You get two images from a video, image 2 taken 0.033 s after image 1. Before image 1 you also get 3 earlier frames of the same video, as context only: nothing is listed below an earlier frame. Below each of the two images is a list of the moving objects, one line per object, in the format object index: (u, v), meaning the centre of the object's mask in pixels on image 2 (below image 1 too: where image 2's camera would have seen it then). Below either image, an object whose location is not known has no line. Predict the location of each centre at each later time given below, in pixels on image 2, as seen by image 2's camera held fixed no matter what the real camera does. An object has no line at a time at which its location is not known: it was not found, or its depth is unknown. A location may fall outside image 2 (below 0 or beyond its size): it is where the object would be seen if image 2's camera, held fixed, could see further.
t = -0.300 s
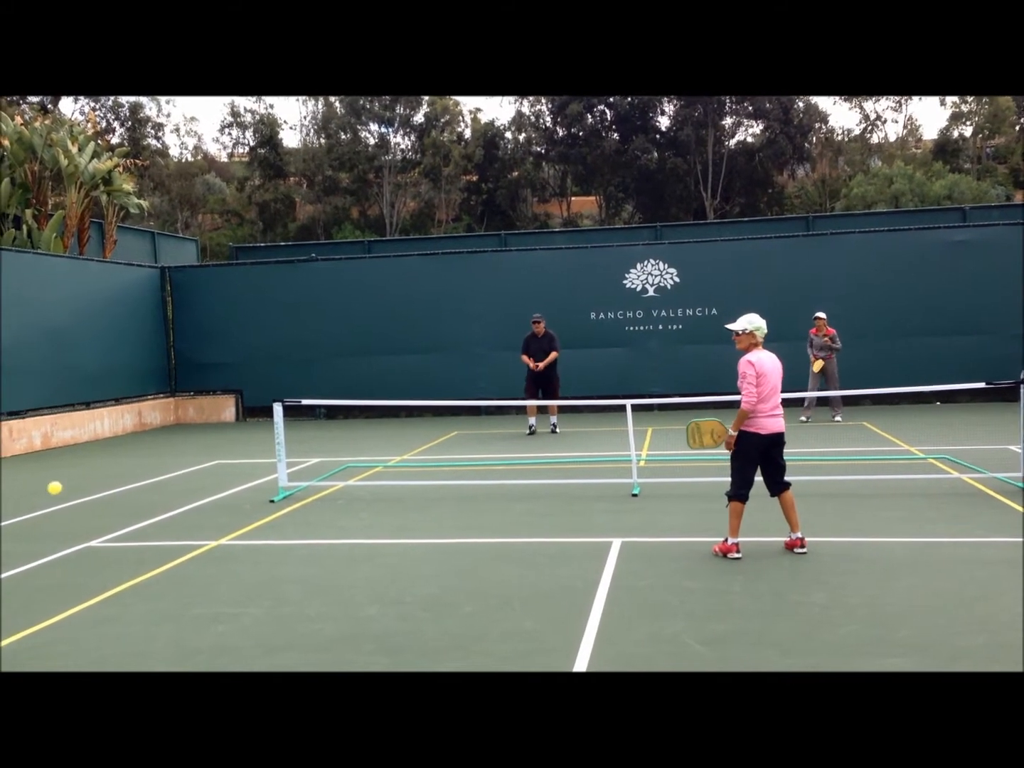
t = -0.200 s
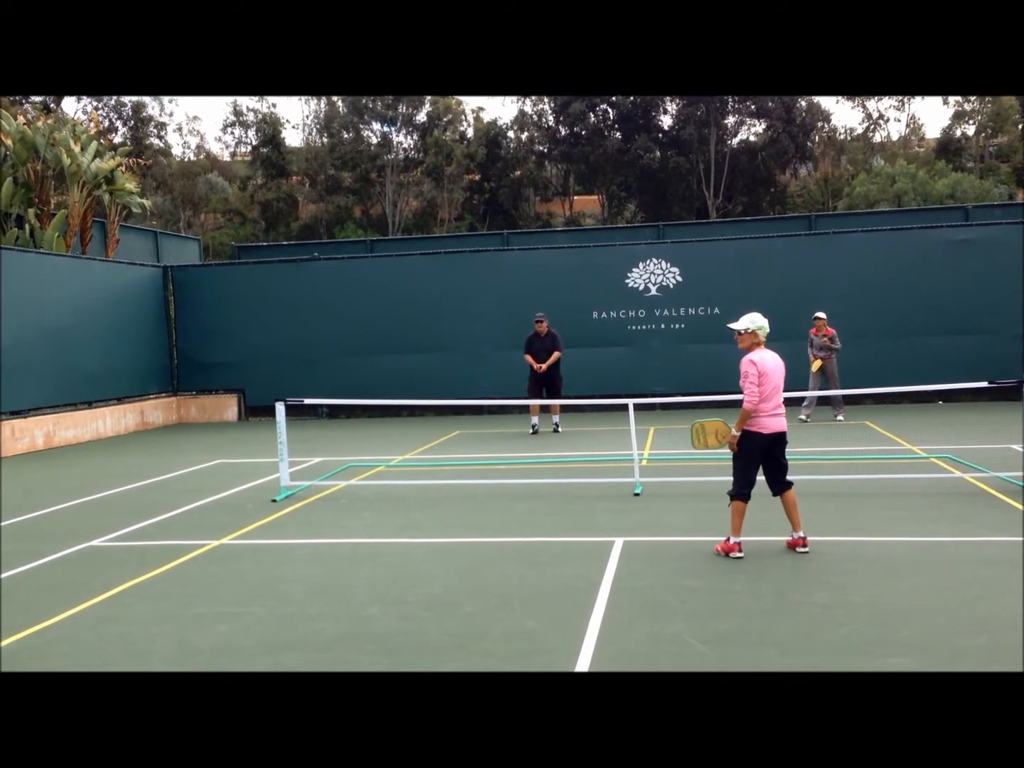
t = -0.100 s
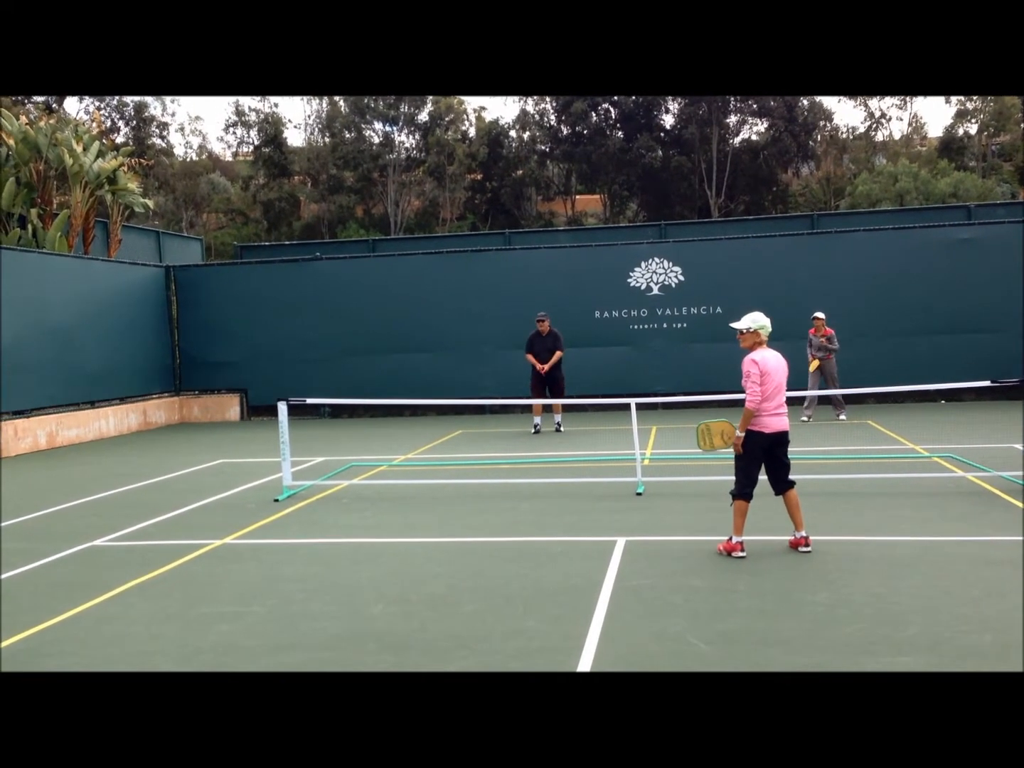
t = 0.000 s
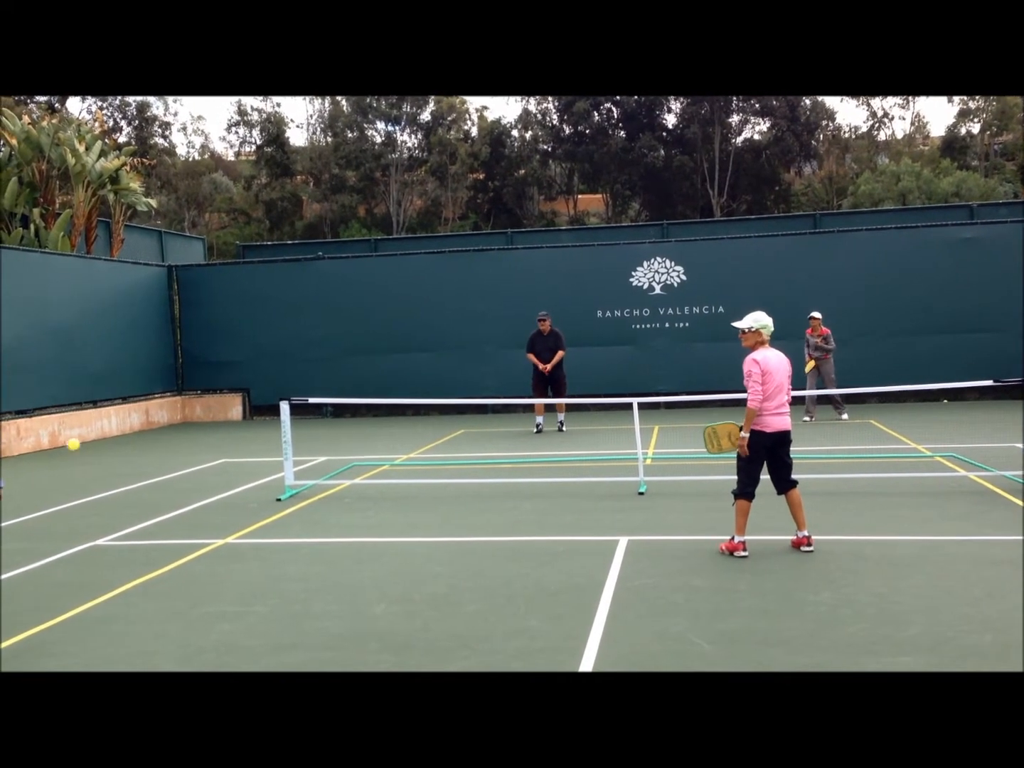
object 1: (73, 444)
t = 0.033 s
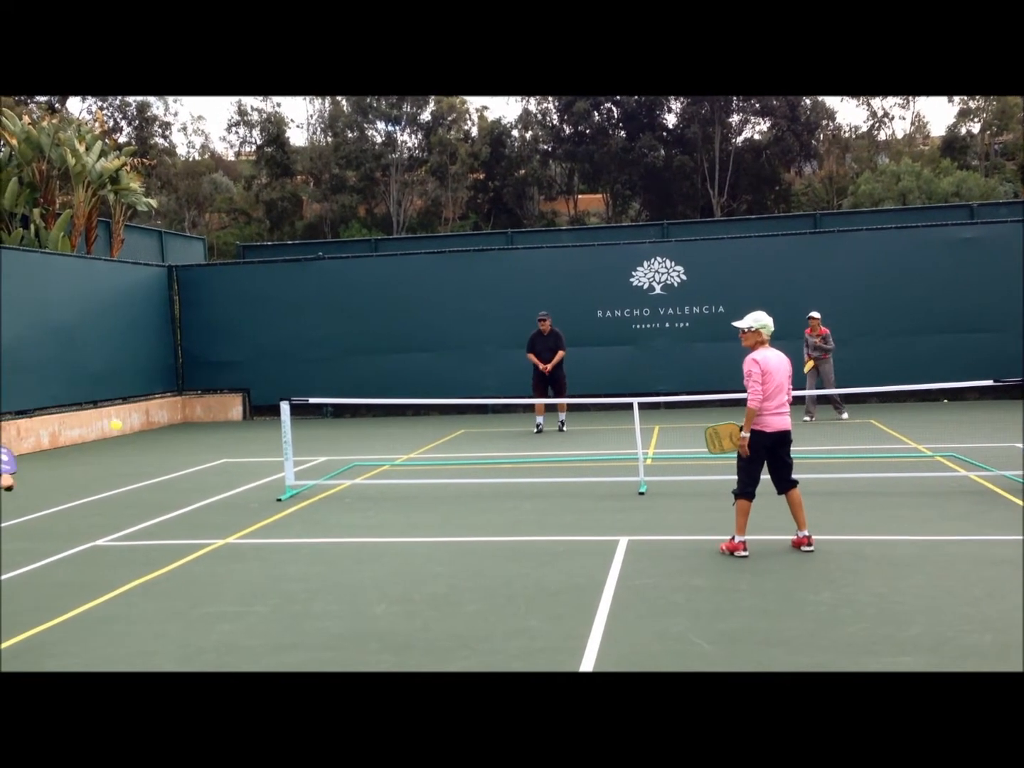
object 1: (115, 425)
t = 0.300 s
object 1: (337, 362)
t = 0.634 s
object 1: (482, 396)
